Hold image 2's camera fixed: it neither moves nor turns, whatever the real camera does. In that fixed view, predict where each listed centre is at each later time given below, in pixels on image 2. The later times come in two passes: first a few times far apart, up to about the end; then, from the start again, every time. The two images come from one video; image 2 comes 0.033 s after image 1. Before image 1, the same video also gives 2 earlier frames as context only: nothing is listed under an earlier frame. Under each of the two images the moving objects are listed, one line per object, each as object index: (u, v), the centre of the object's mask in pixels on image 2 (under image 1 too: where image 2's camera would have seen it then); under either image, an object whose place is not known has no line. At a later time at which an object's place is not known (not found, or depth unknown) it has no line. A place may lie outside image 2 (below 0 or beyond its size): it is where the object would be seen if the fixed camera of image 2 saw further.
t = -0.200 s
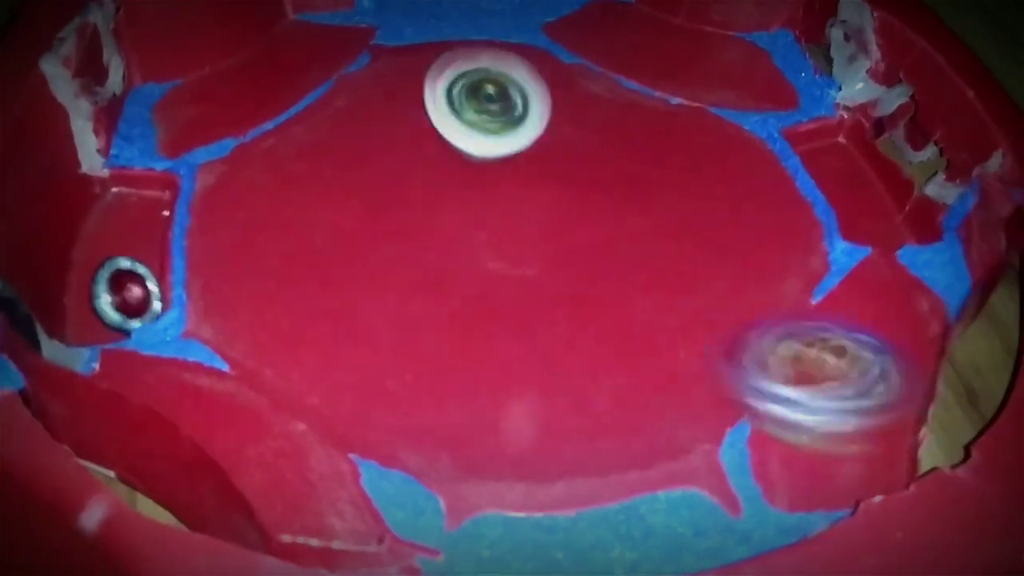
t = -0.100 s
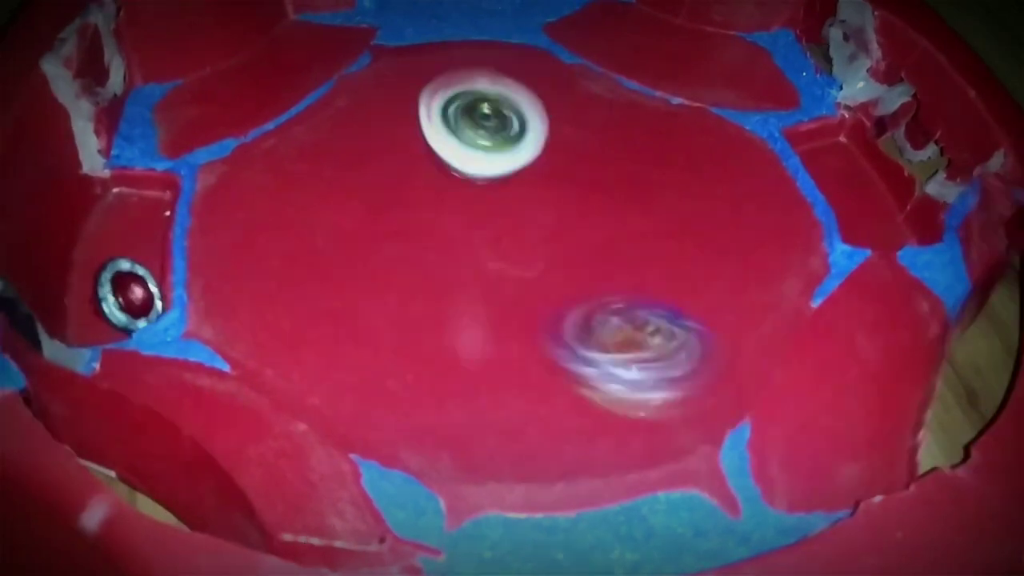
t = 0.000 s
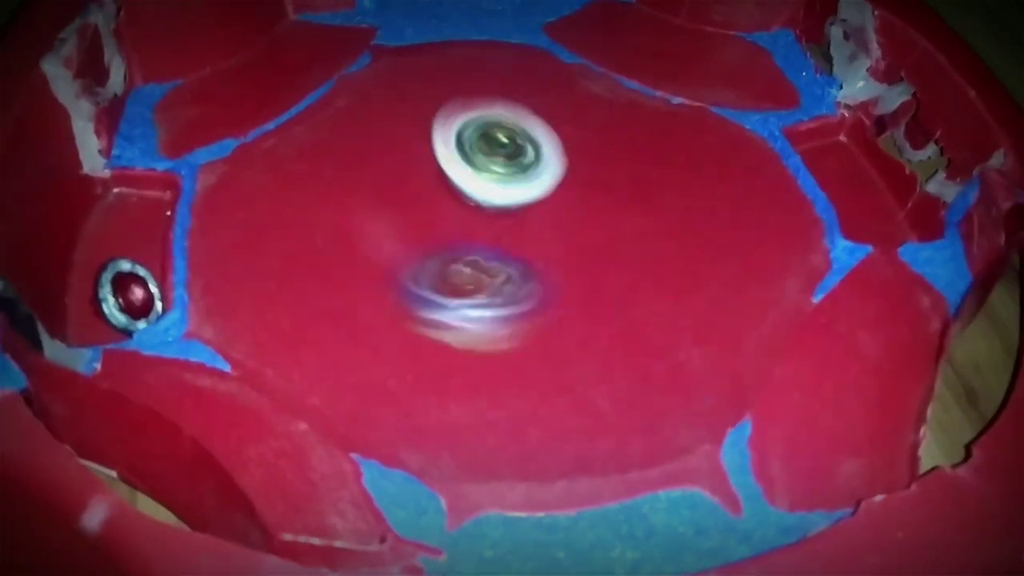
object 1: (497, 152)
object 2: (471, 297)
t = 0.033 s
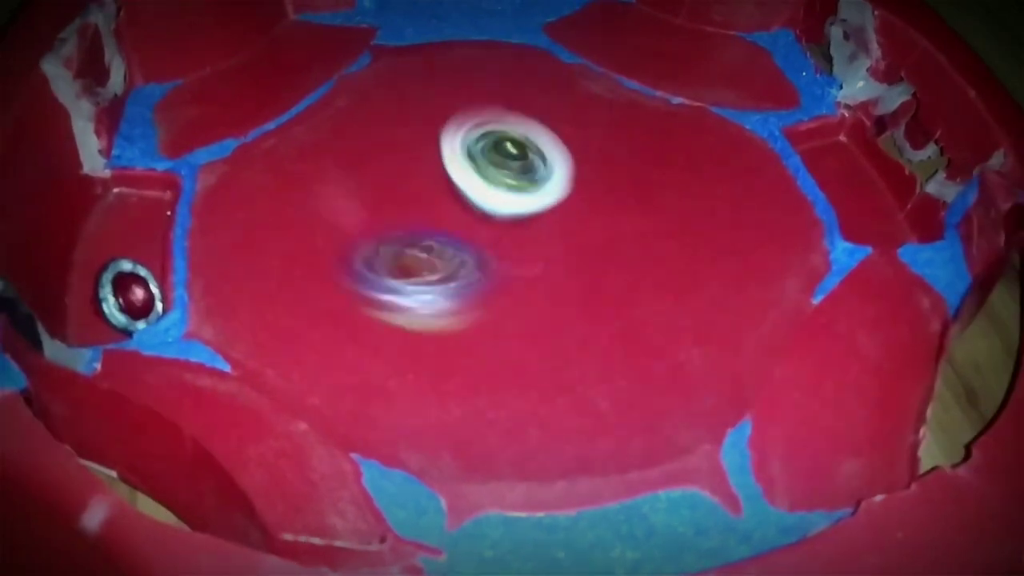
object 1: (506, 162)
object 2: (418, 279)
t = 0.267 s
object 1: (568, 205)
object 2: (208, 198)
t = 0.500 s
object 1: (640, 206)
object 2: (357, 221)
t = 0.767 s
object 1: (688, 166)
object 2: (539, 226)
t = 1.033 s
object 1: (690, 114)
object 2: (481, 144)
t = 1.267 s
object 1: (625, 127)
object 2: (448, 151)
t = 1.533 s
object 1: (645, 187)
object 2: (450, 210)
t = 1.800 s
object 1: (699, 186)
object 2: (516, 246)
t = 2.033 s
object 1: (678, 152)
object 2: (538, 190)
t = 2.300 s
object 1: (613, 181)
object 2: (446, 191)
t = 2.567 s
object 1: (654, 231)
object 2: (466, 241)
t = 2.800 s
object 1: (710, 227)
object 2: (499, 220)
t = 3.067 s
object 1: (666, 217)
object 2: (480, 177)
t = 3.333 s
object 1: (560, 220)
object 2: (431, 186)
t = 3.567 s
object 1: (563, 263)
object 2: (359, 175)
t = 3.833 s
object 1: (548, 252)
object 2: (425, 195)
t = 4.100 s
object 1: (617, 265)
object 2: (472, 138)
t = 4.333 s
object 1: (635, 248)
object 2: (512, 99)
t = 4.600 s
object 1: (635, 246)
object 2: (544, 88)
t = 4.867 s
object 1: (635, 246)
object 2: (570, 106)
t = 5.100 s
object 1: (634, 246)
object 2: (578, 137)
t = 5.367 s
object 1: (634, 247)
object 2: (539, 179)
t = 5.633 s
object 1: (635, 247)
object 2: (490, 253)
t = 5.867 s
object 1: (635, 247)
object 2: (478, 281)
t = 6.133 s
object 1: (635, 247)
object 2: (489, 258)
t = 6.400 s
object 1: (635, 247)
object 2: (510, 195)
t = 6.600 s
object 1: (635, 247)
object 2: (495, 158)
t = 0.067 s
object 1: (514, 171)
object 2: (368, 262)
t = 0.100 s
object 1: (521, 178)
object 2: (319, 246)
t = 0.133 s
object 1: (528, 184)
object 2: (274, 232)
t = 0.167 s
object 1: (536, 190)
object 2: (231, 221)
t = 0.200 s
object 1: (547, 196)
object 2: (203, 207)
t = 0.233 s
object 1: (557, 201)
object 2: (199, 197)
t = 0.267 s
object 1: (568, 205)
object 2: (208, 198)
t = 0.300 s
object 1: (578, 208)
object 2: (221, 194)
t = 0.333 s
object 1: (589, 210)
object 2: (239, 193)
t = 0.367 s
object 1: (601, 211)
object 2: (261, 194)
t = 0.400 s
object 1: (612, 211)
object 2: (284, 197)
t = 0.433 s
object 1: (622, 209)
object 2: (309, 204)
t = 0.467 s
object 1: (632, 208)
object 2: (333, 212)
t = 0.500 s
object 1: (640, 206)
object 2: (357, 221)
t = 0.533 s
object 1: (646, 203)
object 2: (382, 231)
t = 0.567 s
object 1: (651, 201)
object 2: (410, 240)
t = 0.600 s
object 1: (655, 197)
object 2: (437, 246)
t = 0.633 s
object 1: (657, 193)
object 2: (467, 250)
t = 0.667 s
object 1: (657, 190)
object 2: (498, 250)
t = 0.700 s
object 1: (654, 186)
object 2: (529, 243)
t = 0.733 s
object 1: (670, 173)
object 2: (536, 236)
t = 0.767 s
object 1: (688, 166)
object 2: (539, 226)
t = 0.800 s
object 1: (701, 157)
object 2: (539, 214)
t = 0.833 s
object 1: (710, 146)
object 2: (538, 201)
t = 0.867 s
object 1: (711, 140)
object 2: (533, 188)
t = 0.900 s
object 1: (711, 135)
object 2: (527, 176)
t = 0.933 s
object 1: (710, 129)
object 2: (516, 164)
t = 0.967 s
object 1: (706, 123)
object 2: (504, 155)
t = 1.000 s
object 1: (700, 117)
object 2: (493, 149)
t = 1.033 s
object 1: (690, 114)
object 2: (481, 144)
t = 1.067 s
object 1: (679, 112)
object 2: (471, 142)
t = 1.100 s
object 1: (669, 112)
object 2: (463, 140)
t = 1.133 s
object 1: (660, 113)
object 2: (456, 140)
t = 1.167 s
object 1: (651, 115)
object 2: (452, 142)
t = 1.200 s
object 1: (642, 117)
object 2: (449, 145)
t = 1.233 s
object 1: (633, 122)
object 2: (448, 147)
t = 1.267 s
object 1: (625, 127)
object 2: (448, 151)
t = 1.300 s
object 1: (618, 132)
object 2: (451, 155)
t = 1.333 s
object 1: (612, 139)
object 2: (455, 161)
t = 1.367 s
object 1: (607, 144)
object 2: (459, 169)
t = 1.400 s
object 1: (603, 152)
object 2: (466, 177)
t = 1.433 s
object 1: (602, 161)
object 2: (472, 185)
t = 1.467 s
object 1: (614, 171)
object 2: (467, 193)
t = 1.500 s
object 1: (632, 179)
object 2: (456, 202)
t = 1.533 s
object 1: (645, 187)
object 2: (450, 210)
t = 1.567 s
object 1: (653, 194)
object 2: (448, 219)
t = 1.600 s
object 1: (662, 199)
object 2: (450, 227)
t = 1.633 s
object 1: (669, 199)
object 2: (455, 234)
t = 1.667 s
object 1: (676, 199)
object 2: (463, 239)
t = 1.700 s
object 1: (682, 197)
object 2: (474, 244)
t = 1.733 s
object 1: (688, 195)
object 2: (487, 248)
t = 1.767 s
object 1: (694, 191)
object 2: (502, 249)
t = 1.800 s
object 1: (699, 186)
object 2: (516, 246)
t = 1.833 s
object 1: (701, 181)
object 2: (527, 242)
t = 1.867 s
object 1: (702, 175)
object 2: (539, 235)
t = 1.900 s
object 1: (700, 169)
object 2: (547, 227)
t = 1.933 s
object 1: (695, 163)
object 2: (550, 219)
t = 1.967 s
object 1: (688, 159)
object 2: (552, 208)
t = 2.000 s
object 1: (682, 157)
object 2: (549, 200)
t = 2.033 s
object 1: (678, 152)
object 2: (538, 190)
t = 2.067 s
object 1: (668, 150)
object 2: (526, 184)
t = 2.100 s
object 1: (654, 150)
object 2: (515, 181)
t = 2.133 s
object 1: (644, 153)
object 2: (502, 178)
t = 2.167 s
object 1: (635, 158)
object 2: (488, 176)
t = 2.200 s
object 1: (628, 162)
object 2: (475, 176)
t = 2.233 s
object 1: (623, 167)
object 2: (462, 180)
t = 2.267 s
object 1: (617, 173)
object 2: (453, 185)
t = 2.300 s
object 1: (613, 181)
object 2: (446, 191)
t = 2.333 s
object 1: (611, 190)
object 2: (441, 198)
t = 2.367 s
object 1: (609, 198)
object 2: (442, 208)
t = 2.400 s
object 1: (609, 204)
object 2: (447, 217)
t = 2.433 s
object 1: (609, 212)
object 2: (454, 224)
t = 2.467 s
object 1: (609, 218)
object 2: (466, 232)
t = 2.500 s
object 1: (615, 222)
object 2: (476, 237)
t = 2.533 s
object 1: (634, 228)
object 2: (469, 238)
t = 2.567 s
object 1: (654, 231)
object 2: (466, 241)
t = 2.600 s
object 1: (670, 234)
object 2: (469, 242)
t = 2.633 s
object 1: (683, 235)
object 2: (473, 242)
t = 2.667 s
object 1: (694, 236)
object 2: (479, 240)
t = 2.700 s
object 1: (703, 233)
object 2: (485, 237)
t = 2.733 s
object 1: (709, 232)
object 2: (490, 232)
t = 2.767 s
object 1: (711, 229)
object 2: (495, 227)
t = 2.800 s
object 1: (710, 227)
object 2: (499, 220)
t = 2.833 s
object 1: (708, 224)
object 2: (499, 214)
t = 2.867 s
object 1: (705, 224)
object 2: (499, 207)
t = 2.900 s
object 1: (702, 223)
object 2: (498, 200)
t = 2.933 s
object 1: (699, 224)
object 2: (496, 195)
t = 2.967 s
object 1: (695, 221)
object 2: (492, 189)
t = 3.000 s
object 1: (689, 221)
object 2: (489, 183)
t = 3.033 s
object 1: (679, 218)
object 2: (487, 180)
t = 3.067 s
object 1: (666, 217)
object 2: (480, 177)
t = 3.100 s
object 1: (649, 214)
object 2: (475, 175)
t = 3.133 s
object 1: (629, 213)
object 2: (472, 175)
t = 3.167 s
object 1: (606, 209)
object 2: (467, 177)
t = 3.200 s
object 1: (590, 208)
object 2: (460, 179)
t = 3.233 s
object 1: (582, 208)
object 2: (448, 177)
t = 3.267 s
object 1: (573, 212)
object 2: (443, 180)
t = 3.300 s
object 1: (566, 216)
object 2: (439, 184)
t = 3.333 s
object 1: (560, 220)
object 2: (431, 186)
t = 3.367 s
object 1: (558, 227)
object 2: (422, 188)
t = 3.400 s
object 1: (565, 236)
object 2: (404, 184)
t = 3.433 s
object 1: (570, 246)
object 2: (391, 180)
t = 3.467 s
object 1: (571, 252)
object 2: (379, 176)
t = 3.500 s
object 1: (569, 256)
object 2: (370, 174)
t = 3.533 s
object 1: (565, 260)
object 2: (363, 172)
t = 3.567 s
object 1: (563, 263)
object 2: (359, 175)
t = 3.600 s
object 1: (560, 264)
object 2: (358, 175)
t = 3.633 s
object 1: (557, 265)
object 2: (359, 178)
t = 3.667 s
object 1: (557, 266)
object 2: (365, 182)
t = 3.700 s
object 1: (556, 265)
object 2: (370, 186)
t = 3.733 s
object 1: (554, 262)
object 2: (384, 189)
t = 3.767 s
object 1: (552, 261)
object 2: (398, 192)
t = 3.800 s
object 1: (550, 255)
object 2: (412, 195)
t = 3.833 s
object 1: (548, 252)
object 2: (425, 195)
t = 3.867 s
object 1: (551, 248)
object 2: (433, 192)
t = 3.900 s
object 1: (552, 245)
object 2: (441, 189)
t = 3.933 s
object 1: (566, 251)
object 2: (449, 181)
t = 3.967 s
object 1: (584, 258)
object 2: (451, 173)
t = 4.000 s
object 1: (597, 261)
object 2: (456, 162)
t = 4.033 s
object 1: (607, 263)
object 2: (462, 154)
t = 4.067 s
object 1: (612, 264)
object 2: (466, 146)
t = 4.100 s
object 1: (617, 265)
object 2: (472, 138)
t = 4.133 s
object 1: (623, 264)
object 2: (476, 133)
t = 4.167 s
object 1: (627, 262)
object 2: (484, 125)
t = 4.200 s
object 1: (629, 258)
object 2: (490, 117)
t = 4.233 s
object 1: (630, 255)
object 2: (498, 109)
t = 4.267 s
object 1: (631, 253)
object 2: (503, 106)
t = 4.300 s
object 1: (632, 251)
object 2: (508, 101)
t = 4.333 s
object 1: (635, 248)
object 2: (512, 99)
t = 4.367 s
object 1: (638, 246)
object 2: (517, 94)
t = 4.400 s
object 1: (637, 246)
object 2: (523, 91)
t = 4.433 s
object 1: (634, 247)
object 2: (525, 90)
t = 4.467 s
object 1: (634, 247)
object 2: (531, 88)
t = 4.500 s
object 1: (635, 246)
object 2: (533, 88)
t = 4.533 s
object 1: (634, 247)
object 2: (536, 88)
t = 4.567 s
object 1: (635, 246)
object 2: (543, 89)
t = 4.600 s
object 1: (635, 246)
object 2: (544, 88)
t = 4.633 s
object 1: (634, 246)
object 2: (551, 90)
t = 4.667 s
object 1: (635, 247)
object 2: (551, 92)
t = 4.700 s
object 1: (633, 245)
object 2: (554, 93)
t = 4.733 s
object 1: (635, 247)
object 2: (560, 98)
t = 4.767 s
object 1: (633, 245)
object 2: (562, 100)
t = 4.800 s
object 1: (635, 247)
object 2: (568, 101)
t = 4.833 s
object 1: (635, 246)
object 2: (567, 104)
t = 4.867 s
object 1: (635, 246)
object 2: (570, 106)
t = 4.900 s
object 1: (634, 246)
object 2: (573, 113)
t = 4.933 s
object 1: (634, 246)
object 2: (575, 118)
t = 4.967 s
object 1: (634, 246)
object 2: (577, 122)
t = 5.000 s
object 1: (634, 246)
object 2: (575, 125)
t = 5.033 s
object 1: (634, 246)
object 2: (576, 129)
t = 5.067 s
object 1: (634, 246)
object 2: (578, 134)
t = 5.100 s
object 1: (634, 246)
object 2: (578, 137)
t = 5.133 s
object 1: (634, 246)
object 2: (578, 142)
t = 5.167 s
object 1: (634, 246)
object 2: (580, 146)
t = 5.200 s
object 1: (634, 246)
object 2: (579, 150)
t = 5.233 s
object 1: (634, 246)
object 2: (578, 151)
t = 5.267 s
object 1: (634, 246)
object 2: (572, 157)
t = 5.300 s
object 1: (634, 246)
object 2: (562, 163)
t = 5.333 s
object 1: (634, 246)
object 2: (552, 170)
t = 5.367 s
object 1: (634, 247)
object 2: (539, 179)
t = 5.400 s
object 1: (635, 247)
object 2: (530, 189)
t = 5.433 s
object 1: (635, 247)
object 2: (524, 199)
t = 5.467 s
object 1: (634, 247)
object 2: (514, 207)
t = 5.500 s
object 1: (635, 247)
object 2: (506, 219)
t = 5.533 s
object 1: (635, 247)
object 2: (502, 231)
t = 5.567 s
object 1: (635, 247)
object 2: (496, 237)
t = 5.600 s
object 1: (635, 247)
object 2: (493, 244)
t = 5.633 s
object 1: (635, 247)
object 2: (490, 253)
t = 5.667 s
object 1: (634, 247)
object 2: (487, 260)
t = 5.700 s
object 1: (635, 247)
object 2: (484, 265)
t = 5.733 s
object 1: (635, 247)
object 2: (482, 271)
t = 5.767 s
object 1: (634, 247)
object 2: (482, 274)
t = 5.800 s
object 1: (635, 247)
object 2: (481, 275)
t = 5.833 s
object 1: (635, 247)
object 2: (478, 279)
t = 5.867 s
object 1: (635, 247)
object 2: (478, 281)
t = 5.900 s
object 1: (635, 247)
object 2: (476, 278)
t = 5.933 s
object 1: (635, 247)
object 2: (474, 279)
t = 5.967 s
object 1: (635, 247)
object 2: (478, 278)
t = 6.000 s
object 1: (635, 247)
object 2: (481, 275)
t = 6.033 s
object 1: (635, 247)
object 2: (483, 273)
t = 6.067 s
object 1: (635, 247)
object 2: (485, 268)
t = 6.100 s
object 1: (635, 247)
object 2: (484, 262)
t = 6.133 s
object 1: (635, 247)
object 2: (489, 258)
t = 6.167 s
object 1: (635, 247)
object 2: (490, 252)
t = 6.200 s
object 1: (635, 247)
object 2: (493, 248)
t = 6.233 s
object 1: (635, 247)
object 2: (502, 240)
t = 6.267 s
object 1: (635, 247)
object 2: (500, 235)
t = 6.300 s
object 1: (635, 247)
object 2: (505, 226)
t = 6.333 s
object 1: (635, 247)
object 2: (510, 215)
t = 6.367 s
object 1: (635, 247)
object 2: (511, 206)
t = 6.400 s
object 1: (635, 247)
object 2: (510, 195)
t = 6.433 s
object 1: (635, 247)
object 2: (507, 185)
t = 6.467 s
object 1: (635, 247)
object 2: (508, 177)
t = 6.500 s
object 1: (635, 247)
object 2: (504, 171)
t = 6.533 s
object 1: (635, 247)
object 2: (500, 166)
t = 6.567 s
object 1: (635, 247)
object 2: (500, 160)
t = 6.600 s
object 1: (635, 247)
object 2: (495, 158)
